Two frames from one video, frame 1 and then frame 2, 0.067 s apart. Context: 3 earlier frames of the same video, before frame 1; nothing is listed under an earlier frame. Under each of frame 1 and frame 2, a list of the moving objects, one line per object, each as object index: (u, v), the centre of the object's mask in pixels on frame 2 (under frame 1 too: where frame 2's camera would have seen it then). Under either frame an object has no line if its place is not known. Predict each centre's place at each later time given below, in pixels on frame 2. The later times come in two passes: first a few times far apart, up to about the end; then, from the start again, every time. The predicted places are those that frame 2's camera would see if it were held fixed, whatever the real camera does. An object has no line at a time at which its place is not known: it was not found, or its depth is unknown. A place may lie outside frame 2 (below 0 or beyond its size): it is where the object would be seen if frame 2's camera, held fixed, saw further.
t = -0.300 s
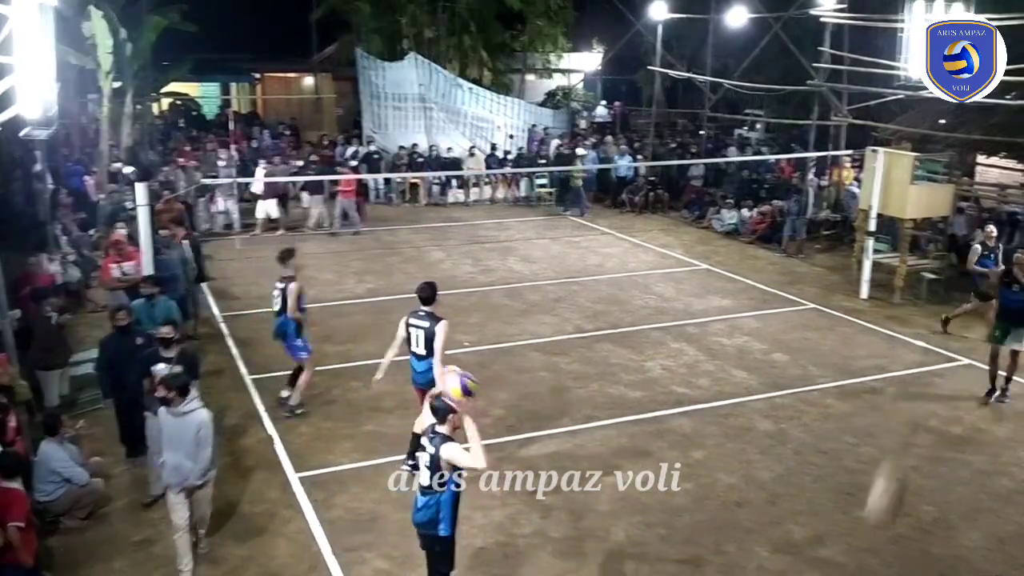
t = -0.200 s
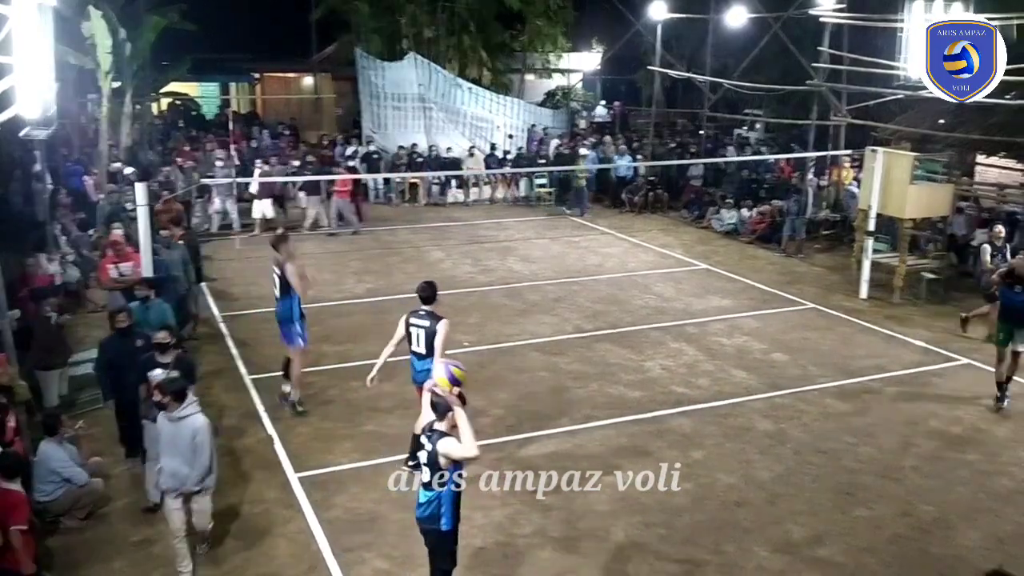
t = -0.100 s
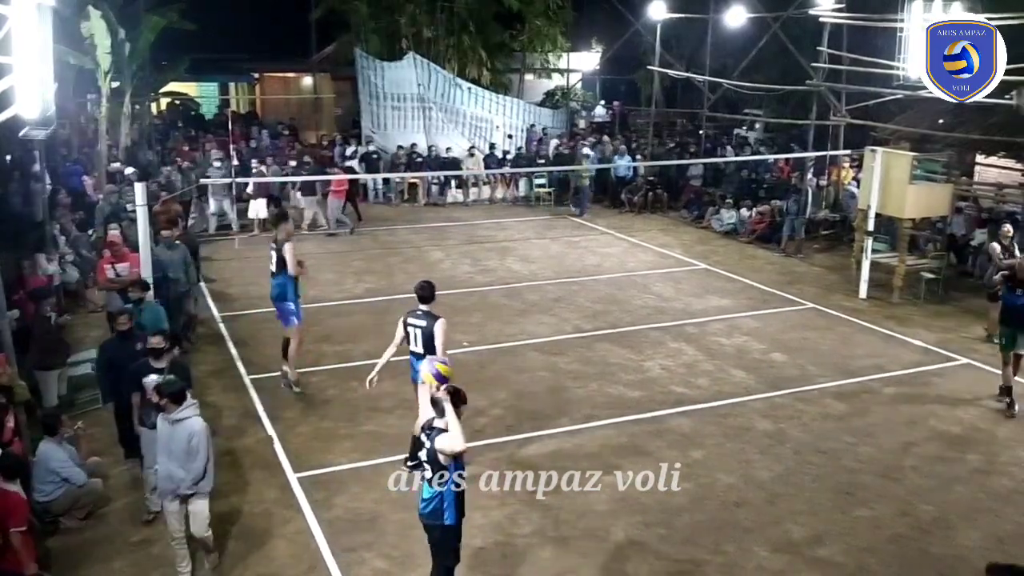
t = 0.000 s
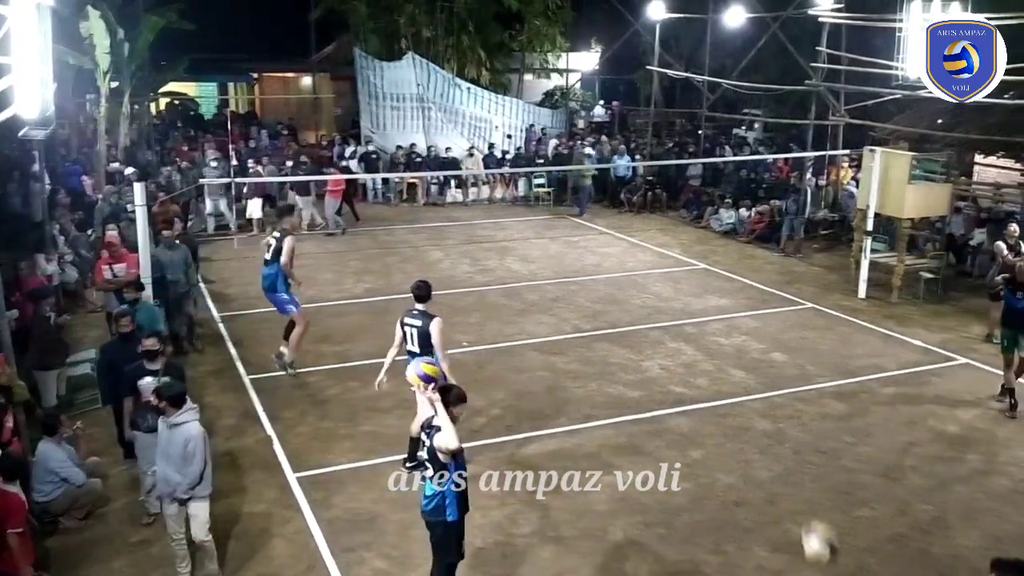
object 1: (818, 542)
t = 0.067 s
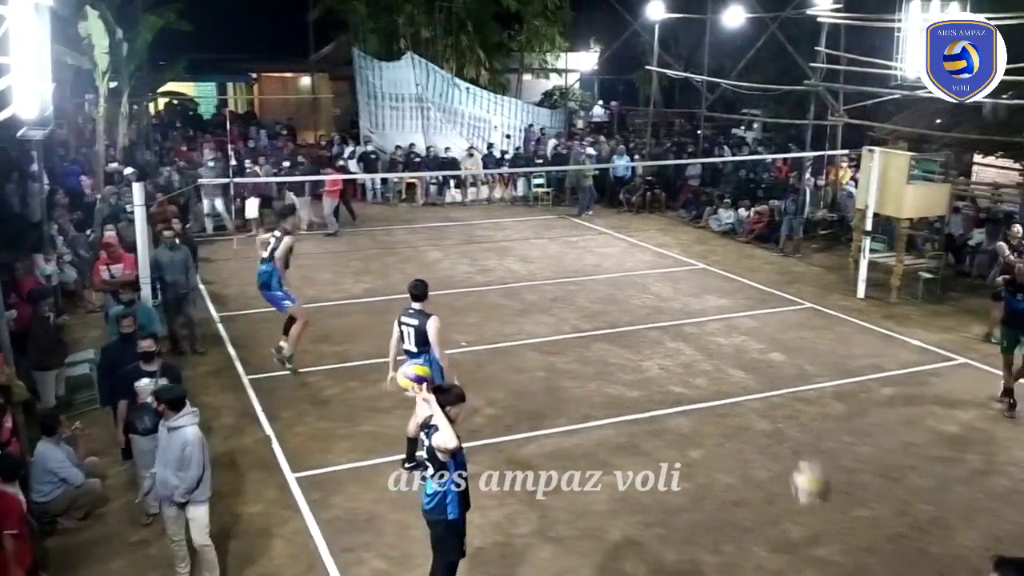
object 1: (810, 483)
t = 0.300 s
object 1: (770, 316)
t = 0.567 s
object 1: (710, 214)
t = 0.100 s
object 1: (805, 455)
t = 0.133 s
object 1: (799, 430)
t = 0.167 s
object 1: (793, 406)
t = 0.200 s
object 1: (787, 378)
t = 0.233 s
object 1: (782, 359)
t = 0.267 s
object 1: (776, 336)
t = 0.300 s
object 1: (770, 316)
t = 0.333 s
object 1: (764, 296)
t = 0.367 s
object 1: (756, 279)
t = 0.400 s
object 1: (751, 263)
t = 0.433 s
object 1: (744, 249)
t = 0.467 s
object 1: (736, 238)
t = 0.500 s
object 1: (728, 228)
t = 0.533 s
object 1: (720, 220)
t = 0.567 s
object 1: (710, 214)
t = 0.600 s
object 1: (703, 210)
